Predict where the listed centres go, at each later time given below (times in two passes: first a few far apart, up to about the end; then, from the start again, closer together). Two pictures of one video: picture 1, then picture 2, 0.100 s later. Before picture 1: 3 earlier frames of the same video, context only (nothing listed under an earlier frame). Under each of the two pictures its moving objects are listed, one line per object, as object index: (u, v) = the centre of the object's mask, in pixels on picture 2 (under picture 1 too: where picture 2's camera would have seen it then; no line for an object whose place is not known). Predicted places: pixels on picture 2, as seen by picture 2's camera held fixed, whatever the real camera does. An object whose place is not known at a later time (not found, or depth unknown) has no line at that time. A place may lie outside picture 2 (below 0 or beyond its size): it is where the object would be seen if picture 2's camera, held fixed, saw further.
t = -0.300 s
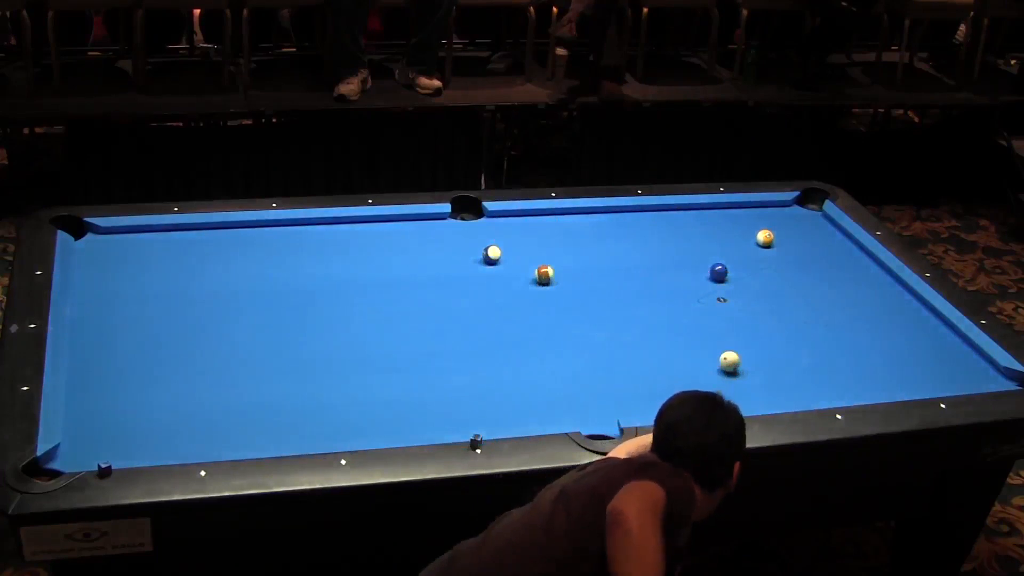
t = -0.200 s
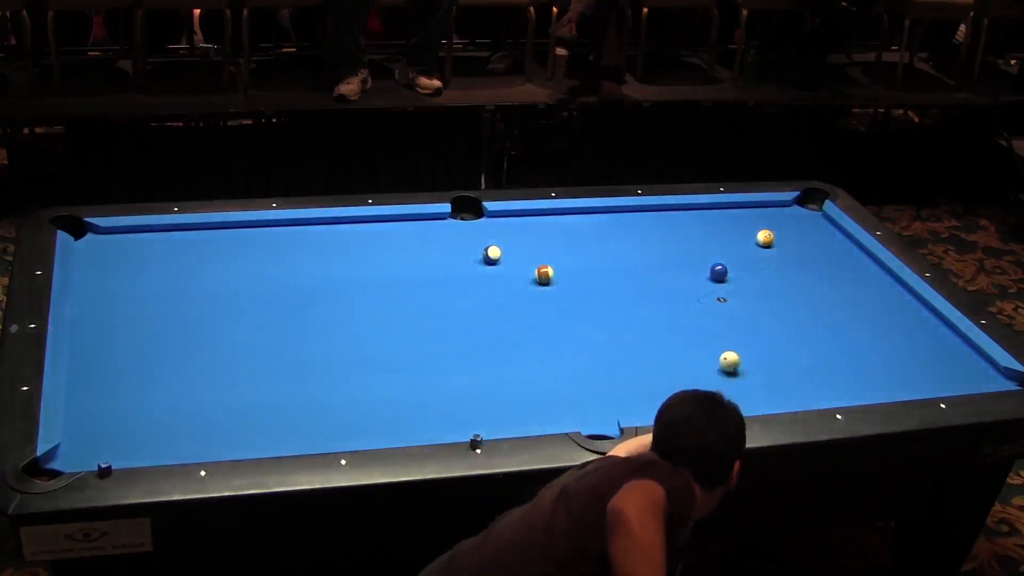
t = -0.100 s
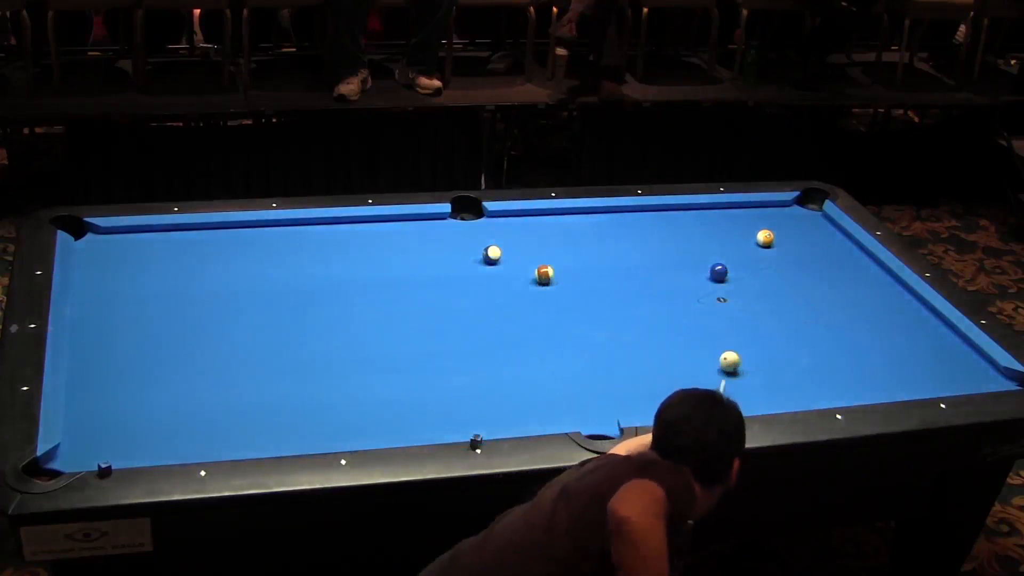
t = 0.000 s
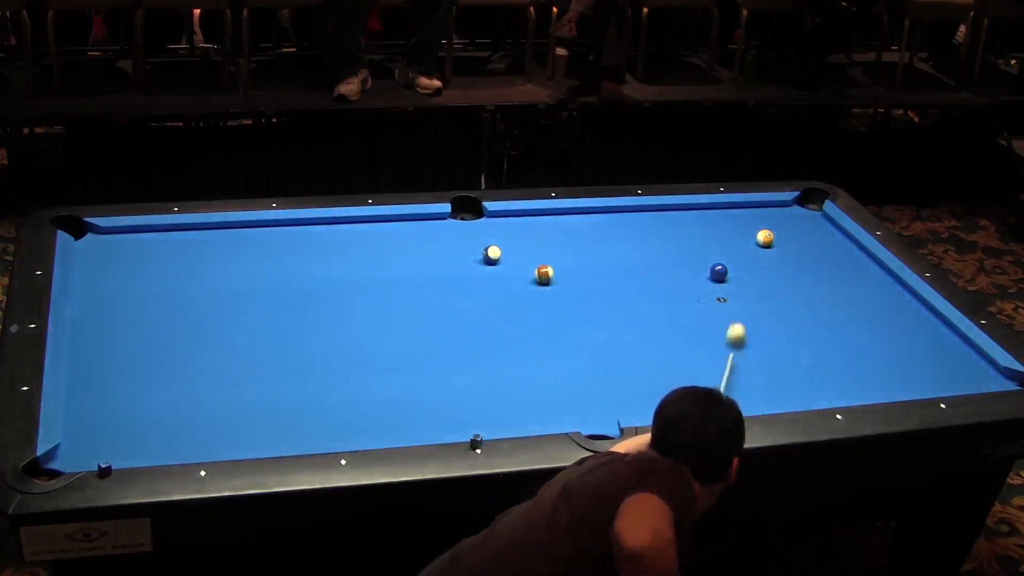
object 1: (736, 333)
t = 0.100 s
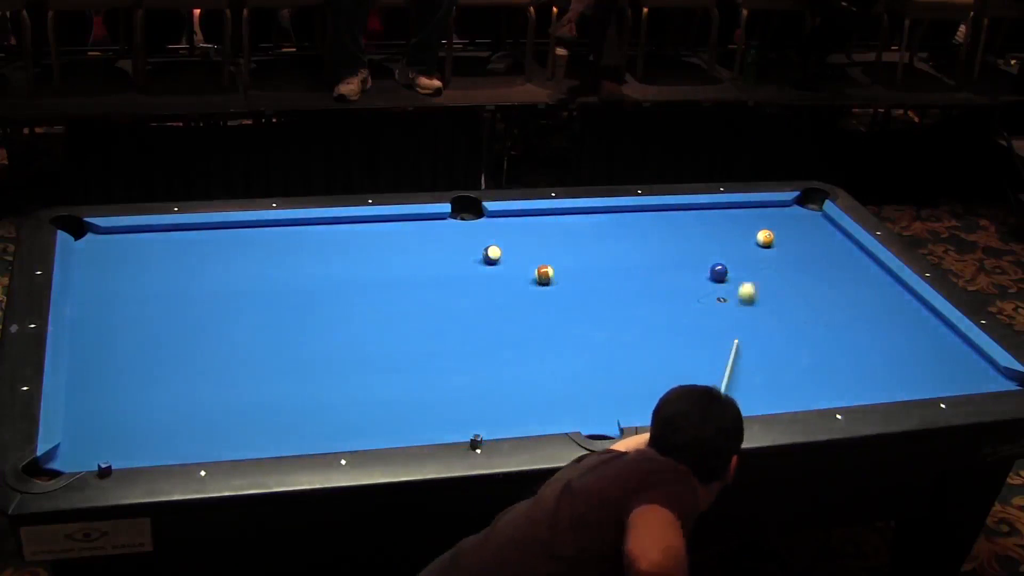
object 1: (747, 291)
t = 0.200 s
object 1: (755, 258)
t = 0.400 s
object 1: (739, 235)
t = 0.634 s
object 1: (714, 222)
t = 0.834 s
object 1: (692, 210)
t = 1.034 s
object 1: (685, 214)
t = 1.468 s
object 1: (679, 232)
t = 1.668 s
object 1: (673, 237)
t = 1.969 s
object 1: (658, 242)
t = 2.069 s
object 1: (661, 247)
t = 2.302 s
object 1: (656, 254)
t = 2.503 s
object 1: (652, 260)
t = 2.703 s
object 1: (648, 266)
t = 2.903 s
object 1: (645, 271)
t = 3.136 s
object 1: (641, 276)
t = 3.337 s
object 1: (638, 281)
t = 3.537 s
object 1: (635, 285)
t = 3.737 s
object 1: (632, 288)
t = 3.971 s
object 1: (630, 292)
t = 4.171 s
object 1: (628, 295)
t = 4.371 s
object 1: (626, 297)
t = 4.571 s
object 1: (625, 299)
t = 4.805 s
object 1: (624, 301)
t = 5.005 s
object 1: (623, 302)
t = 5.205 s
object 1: (623, 303)
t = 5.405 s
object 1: (623, 304)
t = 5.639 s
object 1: (623, 304)
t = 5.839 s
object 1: (623, 304)
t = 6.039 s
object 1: (623, 304)
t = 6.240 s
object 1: (623, 304)
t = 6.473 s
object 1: (623, 304)
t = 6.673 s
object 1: (623, 303)
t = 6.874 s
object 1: (623, 303)
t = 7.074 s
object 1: (623, 304)
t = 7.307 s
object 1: (623, 304)
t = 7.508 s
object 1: (623, 304)
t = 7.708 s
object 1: (623, 304)
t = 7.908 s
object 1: (623, 304)
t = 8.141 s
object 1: (623, 304)
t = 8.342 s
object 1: (623, 304)
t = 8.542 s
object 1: (623, 304)
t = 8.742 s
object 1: (623, 304)
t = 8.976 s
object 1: (623, 304)
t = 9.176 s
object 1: (623, 303)
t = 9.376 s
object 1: (623, 304)
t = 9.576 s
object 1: (623, 303)
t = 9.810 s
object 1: (623, 303)
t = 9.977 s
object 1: (623, 303)
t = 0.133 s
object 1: (750, 280)
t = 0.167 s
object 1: (752, 268)
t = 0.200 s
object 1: (755, 258)
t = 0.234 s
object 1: (758, 248)
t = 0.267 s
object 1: (757, 243)
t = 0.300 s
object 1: (751, 241)
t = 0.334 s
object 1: (747, 239)
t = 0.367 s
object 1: (743, 237)
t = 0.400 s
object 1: (739, 235)
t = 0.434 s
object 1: (736, 233)
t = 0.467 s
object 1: (732, 231)
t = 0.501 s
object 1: (728, 229)
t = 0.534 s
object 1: (724, 227)
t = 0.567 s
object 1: (720, 225)
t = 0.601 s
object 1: (717, 223)
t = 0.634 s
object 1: (714, 222)
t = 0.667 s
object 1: (710, 220)
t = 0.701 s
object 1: (707, 218)
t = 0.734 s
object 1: (703, 216)
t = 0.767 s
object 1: (700, 214)
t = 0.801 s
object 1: (696, 212)
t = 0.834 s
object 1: (692, 210)
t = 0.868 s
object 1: (689, 209)
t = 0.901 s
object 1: (688, 210)
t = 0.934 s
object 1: (687, 211)
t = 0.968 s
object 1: (686, 212)
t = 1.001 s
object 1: (686, 213)
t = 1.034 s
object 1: (685, 214)
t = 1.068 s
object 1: (684, 215)
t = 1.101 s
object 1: (683, 215)
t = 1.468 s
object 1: (679, 232)
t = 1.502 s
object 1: (677, 232)
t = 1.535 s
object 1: (675, 232)
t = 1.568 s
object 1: (674, 233)
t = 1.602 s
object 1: (673, 234)
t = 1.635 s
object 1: (673, 235)
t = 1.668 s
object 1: (673, 237)
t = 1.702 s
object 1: (674, 239)
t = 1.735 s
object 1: (675, 240)
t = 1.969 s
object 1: (658, 242)
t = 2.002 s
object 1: (662, 244)
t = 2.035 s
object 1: (662, 245)
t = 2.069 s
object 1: (661, 247)
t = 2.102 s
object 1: (661, 249)
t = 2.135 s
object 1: (660, 249)
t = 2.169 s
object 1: (659, 251)
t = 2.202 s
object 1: (658, 252)
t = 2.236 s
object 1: (657, 253)
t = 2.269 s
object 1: (657, 254)
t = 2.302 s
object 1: (656, 254)
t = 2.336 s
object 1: (655, 256)
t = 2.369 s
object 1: (655, 257)
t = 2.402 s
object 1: (654, 258)
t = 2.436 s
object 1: (653, 258)
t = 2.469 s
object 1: (653, 259)
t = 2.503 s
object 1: (652, 260)
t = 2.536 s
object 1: (652, 261)
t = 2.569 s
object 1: (651, 262)
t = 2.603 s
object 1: (650, 263)
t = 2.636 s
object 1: (650, 264)
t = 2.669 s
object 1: (649, 265)
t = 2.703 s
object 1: (648, 266)
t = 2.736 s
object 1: (648, 266)
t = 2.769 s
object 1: (647, 267)
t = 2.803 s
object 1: (646, 268)
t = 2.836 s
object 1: (646, 269)
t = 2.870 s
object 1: (645, 270)
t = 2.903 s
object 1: (645, 271)
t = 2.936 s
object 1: (644, 271)
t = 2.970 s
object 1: (644, 272)
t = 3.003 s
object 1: (643, 273)
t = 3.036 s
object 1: (643, 274)
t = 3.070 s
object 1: (642, 275)
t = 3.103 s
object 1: (641, 275)
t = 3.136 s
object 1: (641, 276)
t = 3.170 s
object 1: (640, 277)
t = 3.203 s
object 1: (640, 278)
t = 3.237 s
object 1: (639, 278)
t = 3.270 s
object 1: (639, 279)
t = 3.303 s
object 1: (638, 280)
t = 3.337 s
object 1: (638, 281)
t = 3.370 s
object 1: (637, 281)
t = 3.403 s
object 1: (637, 282)
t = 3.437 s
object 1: (637, 283)
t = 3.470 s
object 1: (636, 283)
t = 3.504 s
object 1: (636, 284)
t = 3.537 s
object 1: (635, 285)
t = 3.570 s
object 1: (635, 285)
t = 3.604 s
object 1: (634, 286)
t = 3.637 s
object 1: (634, 286)
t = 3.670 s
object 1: (633, 287)
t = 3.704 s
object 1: (633, 287)
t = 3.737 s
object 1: (632, 288)
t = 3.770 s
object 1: (632, 289)
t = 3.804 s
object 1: (631, 289)
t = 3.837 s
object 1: (631, 290)
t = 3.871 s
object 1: (631, 290)
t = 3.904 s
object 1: (630, 291)
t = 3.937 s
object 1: (630, 291)
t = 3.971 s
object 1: (630, 292)
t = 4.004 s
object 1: (629, 293)
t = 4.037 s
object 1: (629, 293)
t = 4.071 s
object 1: (629, 293)
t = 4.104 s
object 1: (628, 294)
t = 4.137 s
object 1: (628, 294)
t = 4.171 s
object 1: (628, 295)
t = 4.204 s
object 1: (627, 295)
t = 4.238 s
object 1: (627, 296)
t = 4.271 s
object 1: (627, 296)
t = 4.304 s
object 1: (627, 296)
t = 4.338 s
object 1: (626, 297)
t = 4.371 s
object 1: (626, 297)
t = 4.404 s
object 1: (626, 297)
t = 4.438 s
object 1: (625, 298)
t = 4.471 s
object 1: (625, 298)
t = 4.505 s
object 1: (625, 299)
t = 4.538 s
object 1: (625, 299)
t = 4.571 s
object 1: (625, 299)
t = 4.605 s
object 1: (625, 299)
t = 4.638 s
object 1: (625, 300)
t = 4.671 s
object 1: (624, 300)
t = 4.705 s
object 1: (624, 300)
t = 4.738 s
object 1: (624, 300)
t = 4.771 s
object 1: (624, 301)
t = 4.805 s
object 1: (624, 301)
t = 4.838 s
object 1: (624, 301)
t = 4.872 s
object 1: (624, 302)
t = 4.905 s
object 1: (624, 302)
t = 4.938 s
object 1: (624, 302)
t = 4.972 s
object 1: (624, 302)
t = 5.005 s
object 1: (623, 302)
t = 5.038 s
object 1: (623, 303)
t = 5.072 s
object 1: (623, 303)
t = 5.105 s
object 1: (623, 303)
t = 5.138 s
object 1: (623, 303)
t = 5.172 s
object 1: (623, 303)
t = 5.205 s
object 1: (623, 303)
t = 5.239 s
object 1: (623, 303)
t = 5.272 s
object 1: (623, 303)
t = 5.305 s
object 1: (623, 304)
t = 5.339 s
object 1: (623, 304)
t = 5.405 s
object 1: (623, 304)
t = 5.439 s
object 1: (623, 304)
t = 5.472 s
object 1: (623, 304)
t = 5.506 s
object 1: (623, 304)
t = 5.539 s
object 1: (623, 303)
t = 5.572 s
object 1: (623, 304)
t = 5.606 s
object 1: (623, 304)
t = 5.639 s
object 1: (623, 304)
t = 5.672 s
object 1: (623, 304)
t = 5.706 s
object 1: (623, 304)
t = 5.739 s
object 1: (623, 304)
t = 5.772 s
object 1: (623, 304)
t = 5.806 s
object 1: (623, 304)
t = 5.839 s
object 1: (623, 304)
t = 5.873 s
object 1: (623, 304)
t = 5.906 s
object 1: (623, 304)
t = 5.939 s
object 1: (623, 304)
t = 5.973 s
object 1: (623, 304)
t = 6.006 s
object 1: (623, 304)
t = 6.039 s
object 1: (623, 304)
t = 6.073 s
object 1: (623, 304)
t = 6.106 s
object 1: (623, 304)
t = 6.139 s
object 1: (623, 304)
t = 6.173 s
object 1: (623, 304)
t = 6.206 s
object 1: (623, 304)
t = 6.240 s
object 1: (623, 304)
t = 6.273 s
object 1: (623, 304)
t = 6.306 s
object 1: (623, 304)
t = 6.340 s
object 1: (623, 304)
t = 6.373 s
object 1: (623, 304)
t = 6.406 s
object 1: (623, 304)
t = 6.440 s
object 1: (623, 304)
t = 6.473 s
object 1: (623, 304)
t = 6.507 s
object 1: (623, 303)
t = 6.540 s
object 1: (623, 303)
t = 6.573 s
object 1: (623, 303)
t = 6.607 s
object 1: (623, 303)
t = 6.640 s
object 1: (623, 303)
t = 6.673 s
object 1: (623, 303)
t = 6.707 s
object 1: (623, 303)
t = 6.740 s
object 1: (623, 303)
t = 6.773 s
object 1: (623, 303)
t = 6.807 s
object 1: (623, 304)
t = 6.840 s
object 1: (623, 303)
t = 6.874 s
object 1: (623, 303)
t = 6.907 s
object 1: (623, 304)
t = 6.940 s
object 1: (623, 303)
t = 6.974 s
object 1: (623, 303)
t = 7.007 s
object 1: (623, 304)
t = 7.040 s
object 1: (623, 304)
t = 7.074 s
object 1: (623, 304)
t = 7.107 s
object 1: (623, 304)
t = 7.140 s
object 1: (623, 303)
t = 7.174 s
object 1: (623, 304)
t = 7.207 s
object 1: (623, 304)
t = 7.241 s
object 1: (623, 304)
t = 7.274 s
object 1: (623, 304)
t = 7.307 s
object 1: (623, 304)
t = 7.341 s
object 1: (623, 304)
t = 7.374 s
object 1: (623, 304)
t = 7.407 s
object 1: (623, 304)
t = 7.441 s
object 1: (623, 304)
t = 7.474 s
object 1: (623, 304)
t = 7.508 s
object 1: (623, 304)
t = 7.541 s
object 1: (623, 304)
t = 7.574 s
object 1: (623, 304)
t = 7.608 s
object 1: (623, 304)
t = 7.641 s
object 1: (623, 304)
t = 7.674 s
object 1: (623, 304)
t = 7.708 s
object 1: (623, 304)
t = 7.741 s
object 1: (623, 304)
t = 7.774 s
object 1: (623, 304)
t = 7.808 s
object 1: (623, 304)
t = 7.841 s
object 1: (623, 304)
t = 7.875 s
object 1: (623, 304)
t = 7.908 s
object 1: (623, 304)
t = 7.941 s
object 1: (623, 304)
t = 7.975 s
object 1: (623, 304)
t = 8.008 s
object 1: (623, 304)
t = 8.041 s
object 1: (623, 304)
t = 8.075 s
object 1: (623, 304)
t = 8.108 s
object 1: (623, 304)
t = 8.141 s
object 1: (623, 304)
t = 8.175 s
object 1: (623, 304)
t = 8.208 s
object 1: (623, 304)
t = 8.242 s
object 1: (623, 304)
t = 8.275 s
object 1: (623, 304)
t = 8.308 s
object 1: (623, 304)
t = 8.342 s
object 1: (623, 304)
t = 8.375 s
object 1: (623, 304)
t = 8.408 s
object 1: (623, 304)
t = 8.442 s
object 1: (623, 304)
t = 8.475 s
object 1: (623, 304)
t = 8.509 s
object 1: (623, 304)
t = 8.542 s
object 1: (623, 304)
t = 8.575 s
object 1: (623, 304)
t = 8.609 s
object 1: (623, 304)
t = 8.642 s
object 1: (623, 304)
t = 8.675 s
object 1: (623, 304)
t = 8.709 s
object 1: (623, 304)
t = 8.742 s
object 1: (623, 304)
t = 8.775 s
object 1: (623, 304)
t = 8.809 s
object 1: (623, 304)
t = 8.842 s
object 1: (623, 304)
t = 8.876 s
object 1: (623, 304)
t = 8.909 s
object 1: (623, 304)
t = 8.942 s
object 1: (623, 304)
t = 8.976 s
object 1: (623, 304)
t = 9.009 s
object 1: (623, 304)
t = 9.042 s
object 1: (623, 304)
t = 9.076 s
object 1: (623, 304)
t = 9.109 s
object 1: (623, 304)
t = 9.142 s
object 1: (623, 304)
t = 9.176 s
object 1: (623, 303)
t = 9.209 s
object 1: (623, 304)
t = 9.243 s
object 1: (623, 303)
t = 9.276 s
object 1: (623, 304)
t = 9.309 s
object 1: (623, 303)
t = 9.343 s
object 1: (623, 304)
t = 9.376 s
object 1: (623, 304)
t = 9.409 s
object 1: (623, 303)
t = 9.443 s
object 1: (623, 303)
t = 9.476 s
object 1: (623, 303)
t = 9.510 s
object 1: (623, 303)
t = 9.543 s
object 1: (623, 303)
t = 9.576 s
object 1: (623, 303)
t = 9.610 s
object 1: (623, 304)
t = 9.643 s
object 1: (623, 303)
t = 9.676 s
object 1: (623, 303)
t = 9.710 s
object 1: (623, 303)
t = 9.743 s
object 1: (623, 303)
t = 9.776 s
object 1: (623, 303)
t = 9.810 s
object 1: (623, 303)
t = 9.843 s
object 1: (623, 303)
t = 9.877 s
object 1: (623, 303)
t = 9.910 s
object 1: (623, 303)
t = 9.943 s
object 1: (623, 304)
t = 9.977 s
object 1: (623, 303)
